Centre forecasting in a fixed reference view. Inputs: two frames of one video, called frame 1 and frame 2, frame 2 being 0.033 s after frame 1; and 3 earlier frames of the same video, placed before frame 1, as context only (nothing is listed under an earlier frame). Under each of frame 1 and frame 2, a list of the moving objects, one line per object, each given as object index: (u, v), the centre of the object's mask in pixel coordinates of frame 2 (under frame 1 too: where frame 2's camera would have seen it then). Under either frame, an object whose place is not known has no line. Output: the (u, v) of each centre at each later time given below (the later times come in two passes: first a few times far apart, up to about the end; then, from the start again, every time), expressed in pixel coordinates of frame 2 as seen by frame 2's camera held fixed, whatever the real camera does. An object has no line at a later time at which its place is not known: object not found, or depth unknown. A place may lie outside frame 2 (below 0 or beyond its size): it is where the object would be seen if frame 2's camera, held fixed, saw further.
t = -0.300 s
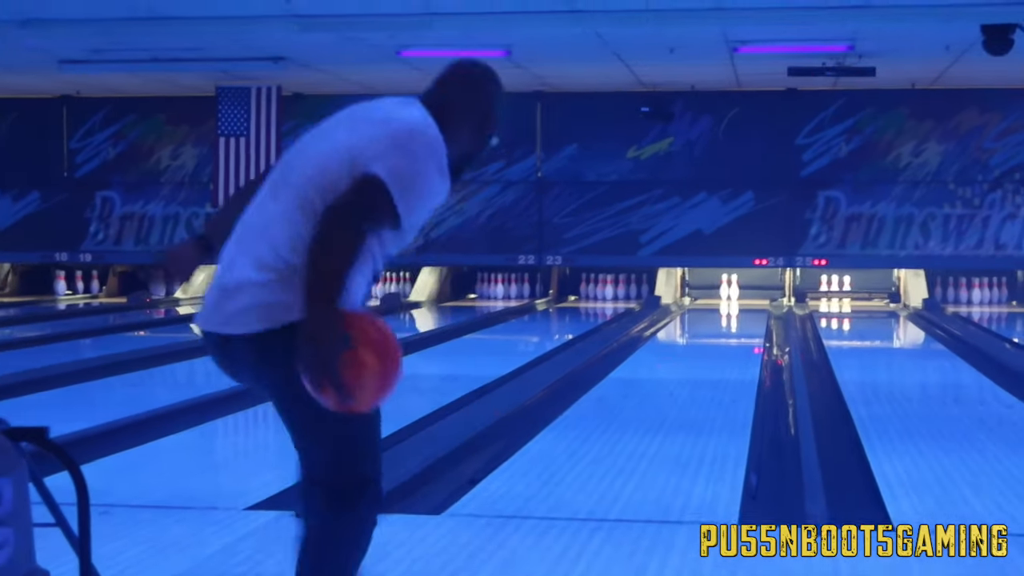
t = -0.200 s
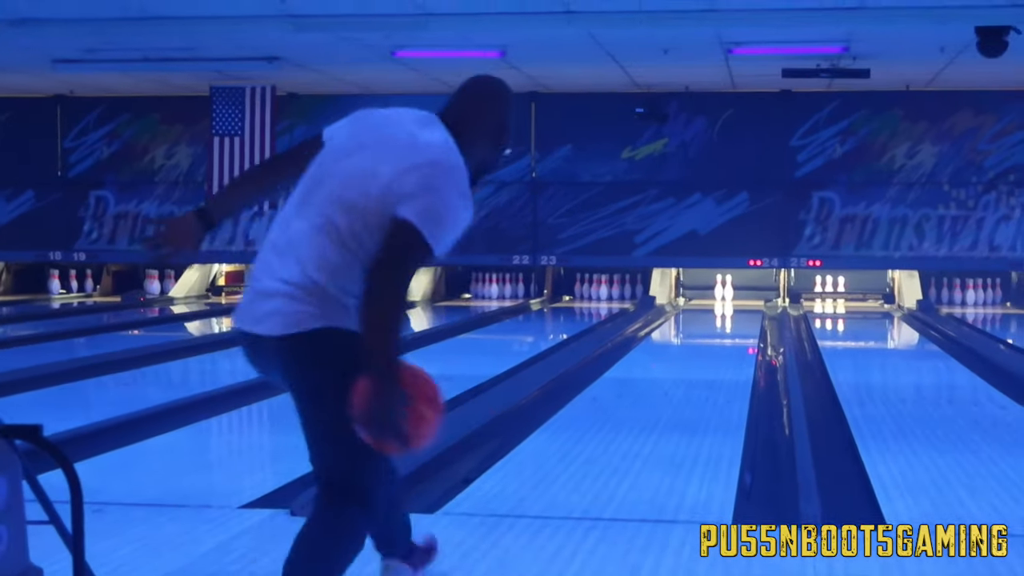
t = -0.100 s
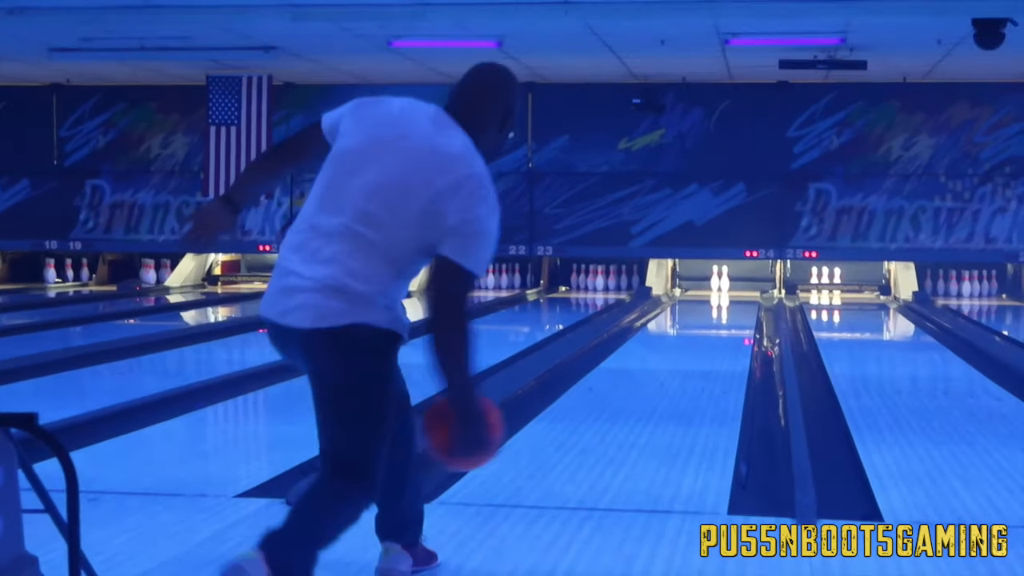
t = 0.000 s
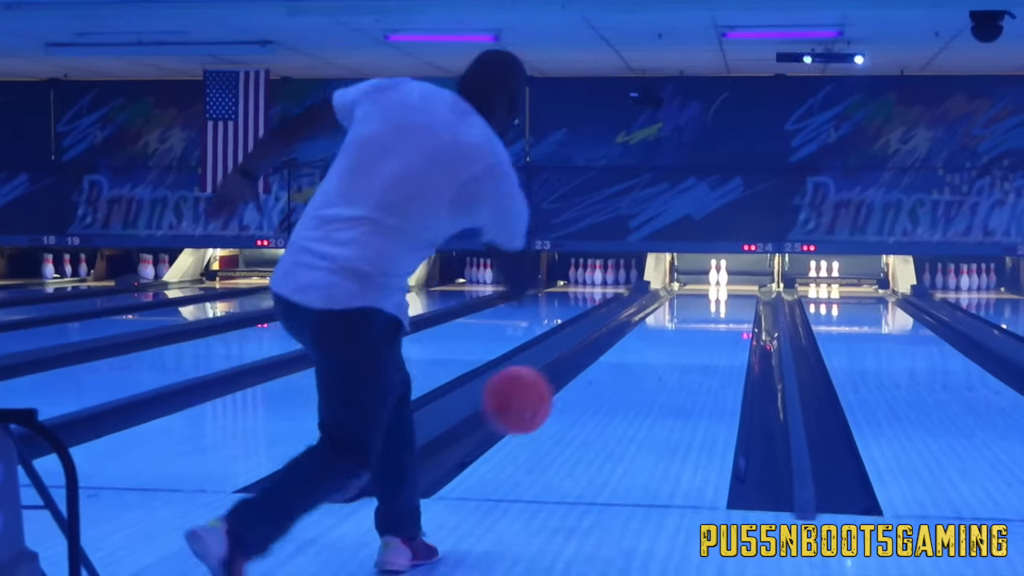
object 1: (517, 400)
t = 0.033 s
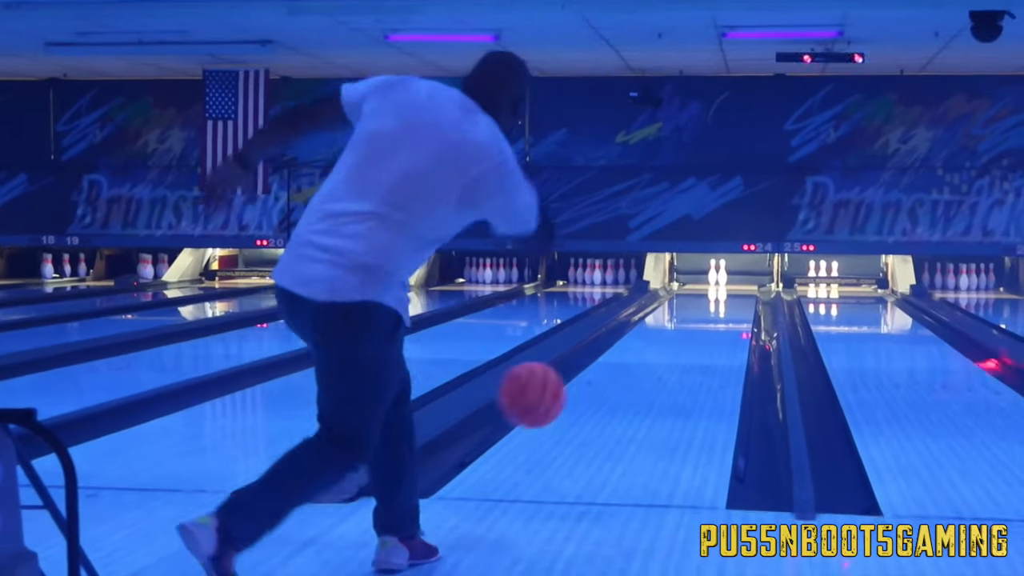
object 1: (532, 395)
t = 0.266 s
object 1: (608, 431)
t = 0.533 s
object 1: (656, 387)
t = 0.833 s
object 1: (687, 355)
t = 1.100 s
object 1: (703, 335)
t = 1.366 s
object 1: (713, 319)
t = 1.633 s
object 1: (719, 309)
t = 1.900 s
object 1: (723, 300)
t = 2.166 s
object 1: (725, 292)
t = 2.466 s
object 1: (723, 286)
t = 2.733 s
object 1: (722, 281)
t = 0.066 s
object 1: (546, 392)
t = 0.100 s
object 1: (558, 393)
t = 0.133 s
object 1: (569, 398)
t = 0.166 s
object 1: (580, 405)
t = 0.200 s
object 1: (590, 414)
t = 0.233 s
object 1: (599, 426)
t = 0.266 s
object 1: (608, 431)
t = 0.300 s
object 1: (615, 422)
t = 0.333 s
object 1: (623, 415)
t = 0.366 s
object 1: (629, 412)
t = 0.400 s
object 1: (636, 406)
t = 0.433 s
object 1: (642, 401)
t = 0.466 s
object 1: (647, 396)
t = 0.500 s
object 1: (652, 392)
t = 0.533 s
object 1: (656, 387)
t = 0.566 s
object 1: (661, 382)
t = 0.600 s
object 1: (665, 378)
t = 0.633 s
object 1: (669, 375)
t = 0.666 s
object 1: (673, 371)
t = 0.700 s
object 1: (676, 367)
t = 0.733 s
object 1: (679, 364)
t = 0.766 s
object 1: (682, 360)
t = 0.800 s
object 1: (685, 357)
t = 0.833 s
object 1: (687, 355)
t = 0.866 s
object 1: (690, 352)
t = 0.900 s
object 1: (692, 349)
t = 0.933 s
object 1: (695, 346)
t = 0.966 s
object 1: (697, 344)
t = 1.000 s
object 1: (698, 342)
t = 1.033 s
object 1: (700, 340)
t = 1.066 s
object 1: (702, 337)
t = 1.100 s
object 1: (703, 335)
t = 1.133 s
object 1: (705, 333)
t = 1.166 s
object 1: (706, 331)
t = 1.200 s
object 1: (708, 329)
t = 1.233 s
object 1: (709, 327)
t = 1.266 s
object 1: (710, 325)
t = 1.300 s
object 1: (711, 323)
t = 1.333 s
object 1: (712, 321)
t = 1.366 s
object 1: (713, 319)
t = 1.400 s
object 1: (714, 318)
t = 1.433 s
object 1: (715, 316)
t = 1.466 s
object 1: (716, 315)
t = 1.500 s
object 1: (717, 314)
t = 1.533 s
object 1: (717, 312)
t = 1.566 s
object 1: (718, 311)
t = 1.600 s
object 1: (719, 310)
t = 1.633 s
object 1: (719, 309)
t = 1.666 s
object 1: (720, 307)
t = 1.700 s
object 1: (721, 306)
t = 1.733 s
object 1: (721, 305)
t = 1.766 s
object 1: (722, 304)
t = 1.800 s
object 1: (722, 303)
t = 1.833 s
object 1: (723, 302)
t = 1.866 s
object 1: (723, 301)
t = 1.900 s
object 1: (723, 300)
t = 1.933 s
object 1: (723, 299)
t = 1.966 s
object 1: (724, 298)
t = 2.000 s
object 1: (724, 296)
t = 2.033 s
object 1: (724, 296)
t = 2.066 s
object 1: (725, 295)
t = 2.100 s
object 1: (725, 294)
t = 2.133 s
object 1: (725, 293)
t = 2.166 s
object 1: (725, 292)
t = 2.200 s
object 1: (725, 292)
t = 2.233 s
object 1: (725, 291)
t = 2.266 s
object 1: (725, 290)
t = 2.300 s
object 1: (725, 289)
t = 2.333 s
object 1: (725, 288)
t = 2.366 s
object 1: (725, 287)
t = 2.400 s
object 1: (724, 287)
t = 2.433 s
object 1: (724, 286)
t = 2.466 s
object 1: (723, 286)
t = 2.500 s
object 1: (724, 285)
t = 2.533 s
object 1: (723, 285)
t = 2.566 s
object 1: (723, 284)
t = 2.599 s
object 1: (723, 283)
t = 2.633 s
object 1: (723, 282)
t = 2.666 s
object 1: (722, 282)
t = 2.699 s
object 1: (722, 282)
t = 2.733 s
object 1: (722, 281)
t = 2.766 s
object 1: (722, 281)
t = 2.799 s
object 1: (721, 281)
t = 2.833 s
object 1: (721, 279)
